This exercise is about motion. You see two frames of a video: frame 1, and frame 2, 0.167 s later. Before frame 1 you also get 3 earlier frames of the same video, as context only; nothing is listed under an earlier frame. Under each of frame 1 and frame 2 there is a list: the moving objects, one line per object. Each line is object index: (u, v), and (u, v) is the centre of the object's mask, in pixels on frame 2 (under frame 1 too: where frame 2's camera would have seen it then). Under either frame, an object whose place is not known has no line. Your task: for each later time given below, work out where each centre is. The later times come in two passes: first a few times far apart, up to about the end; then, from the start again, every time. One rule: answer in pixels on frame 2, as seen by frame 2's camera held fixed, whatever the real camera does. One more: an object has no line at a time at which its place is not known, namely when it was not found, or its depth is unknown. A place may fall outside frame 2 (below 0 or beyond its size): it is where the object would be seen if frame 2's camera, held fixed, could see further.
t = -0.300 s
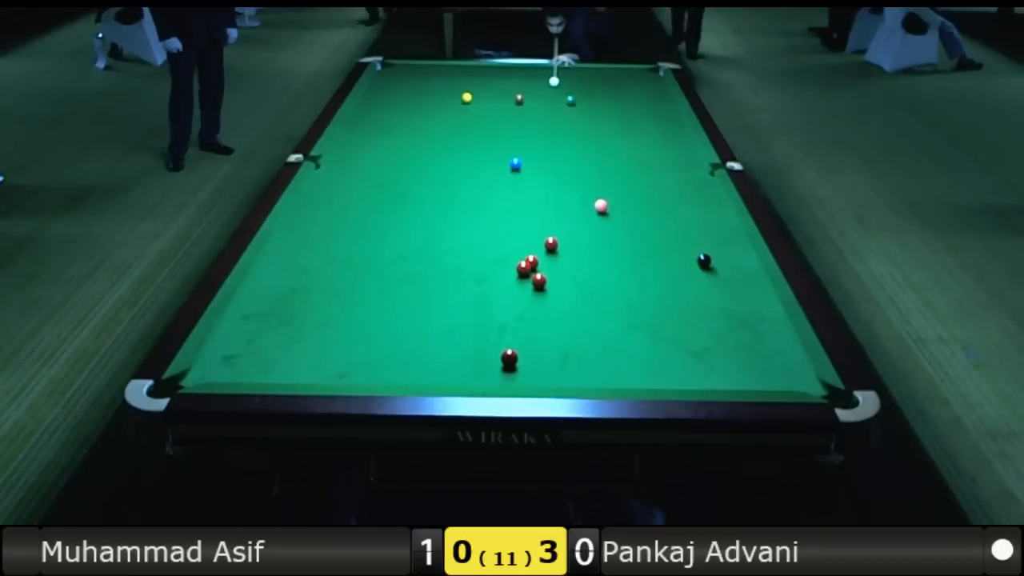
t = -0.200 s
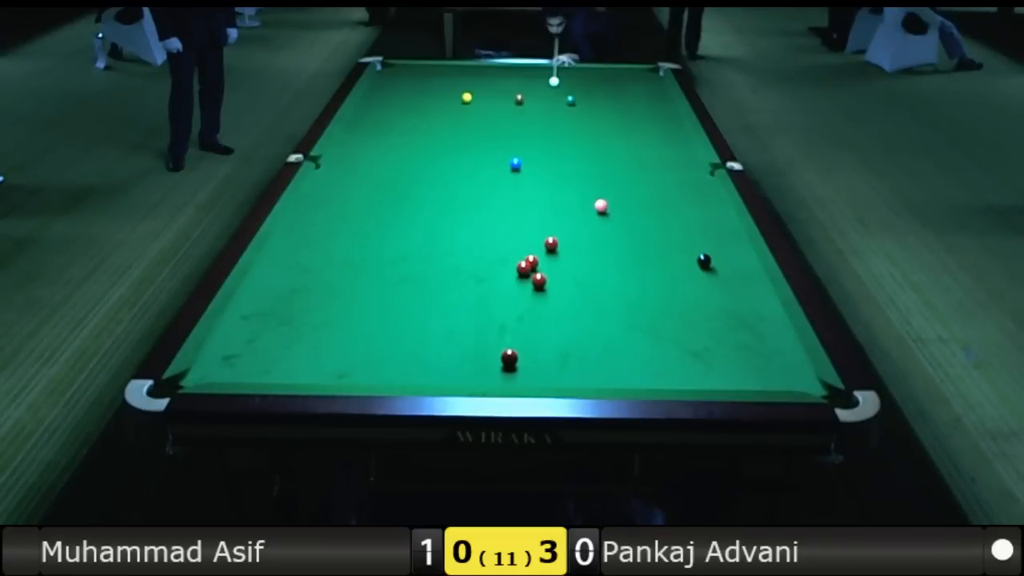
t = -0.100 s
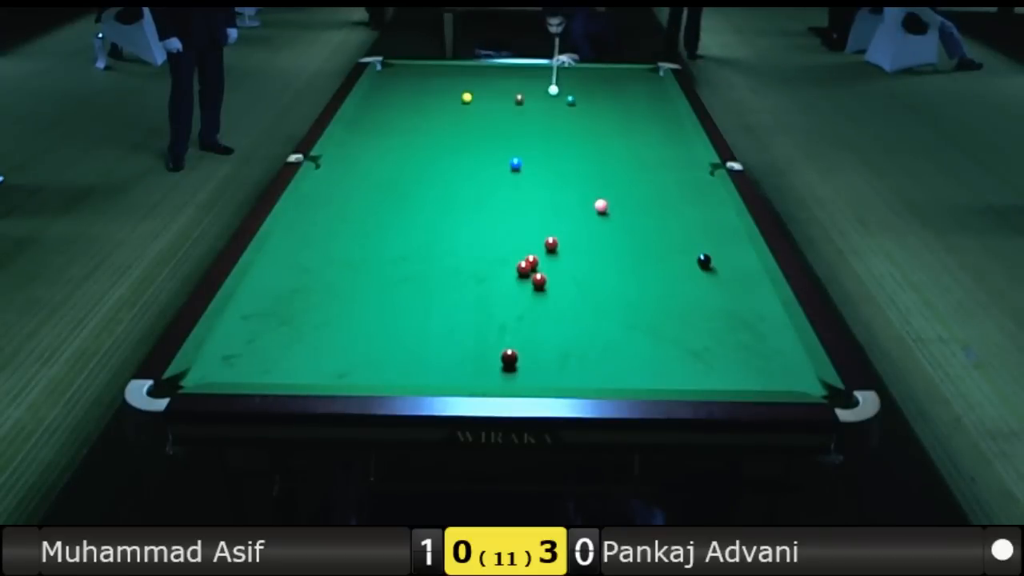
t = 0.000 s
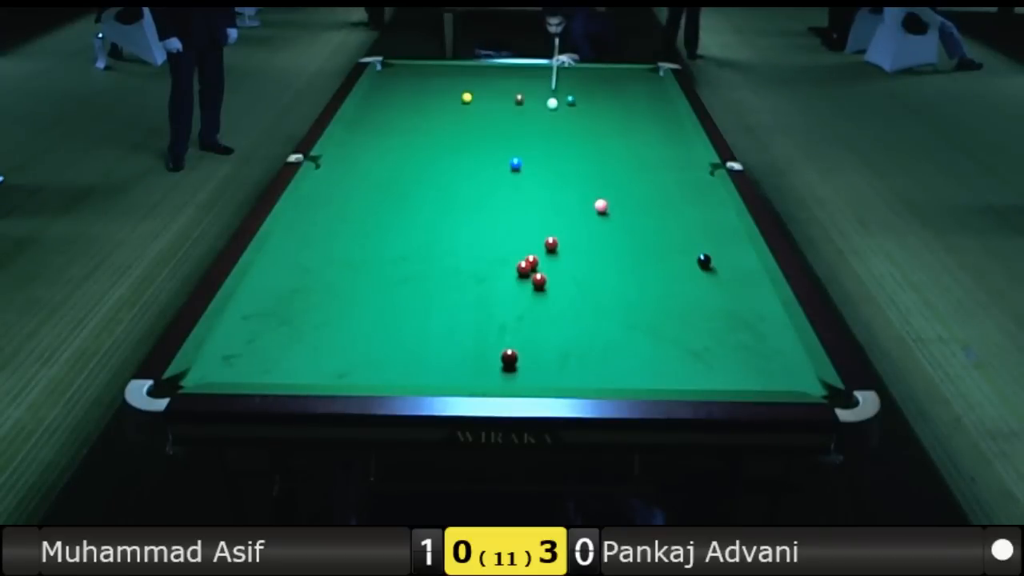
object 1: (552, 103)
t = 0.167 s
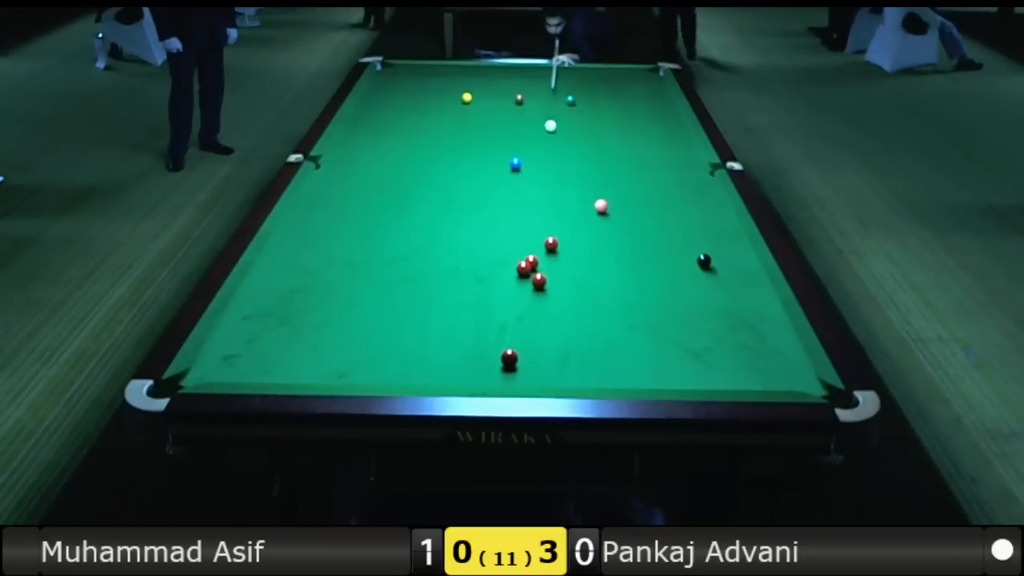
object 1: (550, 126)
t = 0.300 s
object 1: (549, 145)
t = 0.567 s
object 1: (545, 193)
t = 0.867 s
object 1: (515, 250)
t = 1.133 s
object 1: (447, 291)
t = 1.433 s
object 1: (356, 349)
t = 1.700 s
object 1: (290, 359)
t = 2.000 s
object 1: (254, 319)
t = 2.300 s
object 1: (266, 288)
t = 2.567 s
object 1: (305, 266)
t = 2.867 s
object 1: (343, 245)
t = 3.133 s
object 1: (373, 227)
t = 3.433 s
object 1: (402, 211)
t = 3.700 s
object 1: (425, 198)
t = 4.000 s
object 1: (449, 185)
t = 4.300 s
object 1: (470, 173)
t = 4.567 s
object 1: (486, 164)
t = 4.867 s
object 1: (503, 154)
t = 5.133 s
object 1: (517, 146)
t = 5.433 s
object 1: (531, 139)
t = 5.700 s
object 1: (542, 133)
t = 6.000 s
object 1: (553, 127)
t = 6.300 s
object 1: (563, 121)
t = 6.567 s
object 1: (571, 116)
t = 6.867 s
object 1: (579, 112)
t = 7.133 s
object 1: (586, 108)
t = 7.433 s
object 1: (593, 104)
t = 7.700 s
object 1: (598, 101)
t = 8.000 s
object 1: (604, 98)
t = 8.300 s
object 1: (609, 96)
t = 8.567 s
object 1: (612, 94)
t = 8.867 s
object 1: (616, 92)
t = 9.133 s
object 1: (618, 91)
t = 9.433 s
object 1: (620, 89)
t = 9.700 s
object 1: (622, 88)
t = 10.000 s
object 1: (623, 87)
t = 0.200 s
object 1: (550, 130)
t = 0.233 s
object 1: (549, 135)
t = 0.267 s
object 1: (549, 140)
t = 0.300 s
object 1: (549, 145)
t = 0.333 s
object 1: (548, 151)
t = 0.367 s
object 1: (548, 156)
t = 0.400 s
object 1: (547, 162)
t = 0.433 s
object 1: (547, 168)
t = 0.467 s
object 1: (547, 174)
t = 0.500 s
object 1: (546, 180)
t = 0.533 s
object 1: (546, 187)
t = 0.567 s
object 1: (545, 193)
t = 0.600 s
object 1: (545, 200)
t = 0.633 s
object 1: (544, 207)
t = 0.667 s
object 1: (543, 215)
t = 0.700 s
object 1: (543, 222)
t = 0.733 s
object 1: (542, 230)
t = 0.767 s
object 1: (541, 238)
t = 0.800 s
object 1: (533, 242)
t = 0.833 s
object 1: (524, 246)
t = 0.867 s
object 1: (515, 250)
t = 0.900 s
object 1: (506, 254)
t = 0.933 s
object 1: (498, 259)
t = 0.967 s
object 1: (490, 264)
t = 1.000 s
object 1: (482, 269)
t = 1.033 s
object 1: (473, 274)
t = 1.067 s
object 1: (465, 280)
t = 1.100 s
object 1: (456, 285)
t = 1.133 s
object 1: (447, 291)
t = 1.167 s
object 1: (438, 297)
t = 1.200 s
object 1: (428, 303)
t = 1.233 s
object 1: (419, 309)
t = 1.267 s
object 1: (409, 315)
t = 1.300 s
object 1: (399, 322)
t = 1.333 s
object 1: (388, 328)
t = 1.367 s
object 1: (378, 335)
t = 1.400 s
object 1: (367, 342)
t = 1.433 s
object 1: (356, 349)
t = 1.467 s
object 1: (344, 356)
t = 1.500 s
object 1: (333, 363)
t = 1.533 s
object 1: (321, 370)
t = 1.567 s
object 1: (309, 376)
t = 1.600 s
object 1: (301, 375)
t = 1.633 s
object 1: (297, 371)
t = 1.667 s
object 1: (293, 364)
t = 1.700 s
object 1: (290, 359)
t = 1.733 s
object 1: (285, 354)
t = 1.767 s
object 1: (281, 349)
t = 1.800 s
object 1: (277, 345)
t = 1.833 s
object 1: (273, 341)
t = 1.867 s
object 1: (269, 336)
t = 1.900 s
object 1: (265, 332)
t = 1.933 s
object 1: (261, 327)
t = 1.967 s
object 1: (257, 324)
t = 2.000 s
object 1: (254, 319)
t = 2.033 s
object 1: (250, 315)
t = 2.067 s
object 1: (247, 312)
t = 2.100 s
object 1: (243, 308)
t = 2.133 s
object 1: (239, 304)
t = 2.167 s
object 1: (243, 300)
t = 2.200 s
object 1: (250, 297)
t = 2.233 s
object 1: (255, 294)
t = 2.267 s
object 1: (261, 291)
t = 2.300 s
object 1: (266, 288)
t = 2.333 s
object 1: (271, 285)
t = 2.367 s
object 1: (276, 282)
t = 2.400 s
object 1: (281, 280)
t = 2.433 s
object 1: (286, 277)
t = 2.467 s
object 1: (291, 274)
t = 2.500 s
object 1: (296, 271)
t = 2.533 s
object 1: (301, 269)
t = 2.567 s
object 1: (305, 266)
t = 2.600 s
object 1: (310, 263)
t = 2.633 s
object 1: (314, 261)
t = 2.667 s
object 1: (318, 259)
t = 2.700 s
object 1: (323, 256)
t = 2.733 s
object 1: (327, 254)
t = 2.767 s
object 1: (331, 251)
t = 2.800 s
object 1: (335, 249)
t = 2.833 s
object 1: (339, 247)
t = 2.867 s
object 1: (343, 245)
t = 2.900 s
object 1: (347, 242)
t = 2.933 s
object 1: (351, 240)
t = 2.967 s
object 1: (355, 238)
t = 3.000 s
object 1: (358, 236)
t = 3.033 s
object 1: (362, 234)
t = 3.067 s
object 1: (365, 232)
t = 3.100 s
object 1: (369, 230)
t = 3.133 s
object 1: (373, 227)
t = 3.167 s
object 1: (376, 226)
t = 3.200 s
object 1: (380, 224)
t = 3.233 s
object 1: (383, 222)
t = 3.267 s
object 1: (386, 220)
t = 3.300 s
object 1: (389, 218)
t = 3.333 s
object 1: (393, 216)
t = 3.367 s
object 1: (396, 214)
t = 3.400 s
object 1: (399, 213)
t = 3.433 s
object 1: (402, 211)
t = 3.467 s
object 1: (405, 209)
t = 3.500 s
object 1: (408, 207)
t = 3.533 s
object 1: (411, 206)
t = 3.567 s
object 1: (414, 204)
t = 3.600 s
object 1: (417, 202)
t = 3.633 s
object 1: (420, 201)
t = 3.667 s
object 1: (422, 199)
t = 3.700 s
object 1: (425, 198)
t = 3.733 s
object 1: (428, 196)
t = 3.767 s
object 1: (431, 195)
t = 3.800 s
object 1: (433, 193)
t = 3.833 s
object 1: (436, 192)
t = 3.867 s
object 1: (439, 190)
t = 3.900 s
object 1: (441, 189)
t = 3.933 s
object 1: (444, 187)
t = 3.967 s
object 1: (446, 186)
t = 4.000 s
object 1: (449, 185)
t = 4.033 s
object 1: (451, 183)
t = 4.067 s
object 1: (454, 182)
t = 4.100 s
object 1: (456, 180)
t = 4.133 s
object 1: (458, 179)
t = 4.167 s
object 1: (461, 178)
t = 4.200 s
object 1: (463, 177)
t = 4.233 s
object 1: (465, 175)
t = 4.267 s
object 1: (467, 174)
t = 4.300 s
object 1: (470, 173)
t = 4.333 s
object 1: (472, 172)
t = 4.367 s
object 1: (474, 171)
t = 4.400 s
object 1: (476, 169)
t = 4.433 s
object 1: (478, 168)
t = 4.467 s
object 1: (481, 167)
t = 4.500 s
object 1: (482, 166)
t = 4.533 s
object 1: (484, 165)
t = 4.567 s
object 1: (486, 164)
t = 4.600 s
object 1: (488, 163)
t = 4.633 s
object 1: (490, 162)
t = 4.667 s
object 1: (492, 160)
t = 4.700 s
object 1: (494, 159)
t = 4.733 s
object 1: (496, 158)
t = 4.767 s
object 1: (498, 157)
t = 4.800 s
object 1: (500, 156)
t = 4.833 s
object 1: (501, 155)
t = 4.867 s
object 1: (503, 154)
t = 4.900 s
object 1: (505, 153)
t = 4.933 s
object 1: (507, 152)
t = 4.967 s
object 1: (508, 151)
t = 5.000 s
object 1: (510, 150)
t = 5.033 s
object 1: (512, 149)
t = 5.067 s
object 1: (513, 148)
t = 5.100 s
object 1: (515, 147)
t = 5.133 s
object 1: (517, 146)
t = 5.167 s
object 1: (518, 146)
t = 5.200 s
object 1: (520, 145)
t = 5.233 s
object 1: (522, 144)
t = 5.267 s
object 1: (523, 143)
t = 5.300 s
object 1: (525, 142)
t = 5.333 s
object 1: (526, 141)
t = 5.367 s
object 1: (528, 141)
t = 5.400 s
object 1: (529, 140)
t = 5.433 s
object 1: (531, 139)
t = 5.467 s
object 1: (532, 138)
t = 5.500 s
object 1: (533, 137)
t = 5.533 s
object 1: (535, 136)
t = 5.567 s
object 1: (536, 136)
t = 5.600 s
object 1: (538, 135)
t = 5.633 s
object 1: (539, 134)
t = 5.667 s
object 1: (540, 133)
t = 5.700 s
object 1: (542, 133)
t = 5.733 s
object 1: (543, 132)
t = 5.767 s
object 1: (544, 131)
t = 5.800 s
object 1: (546, 131)
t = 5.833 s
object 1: (547, 130)
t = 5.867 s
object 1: (548, 129)
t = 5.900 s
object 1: (549, 129)
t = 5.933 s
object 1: (551, 128)
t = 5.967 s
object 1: (552, 127)
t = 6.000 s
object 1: (553, 127)
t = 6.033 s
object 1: (554, 126)
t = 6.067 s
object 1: (555, 125)
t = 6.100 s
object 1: (557, 124)
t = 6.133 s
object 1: (558, 124)
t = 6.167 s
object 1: (559, 123)
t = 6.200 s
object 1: (560, 123)
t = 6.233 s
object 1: (561, 122)
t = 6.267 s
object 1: (562, 122)
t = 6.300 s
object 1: (563, 121)
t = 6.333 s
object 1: (564, 120)
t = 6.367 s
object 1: (565, 120)
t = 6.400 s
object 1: (566, 119)
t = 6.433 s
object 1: (567, 118)
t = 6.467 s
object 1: (568, 118)
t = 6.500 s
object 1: (569, 117)
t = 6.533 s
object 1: (570, 117)
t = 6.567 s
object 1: (571, 116)
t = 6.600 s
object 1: (572, 116)
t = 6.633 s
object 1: (573, 115)
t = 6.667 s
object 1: (574, 115)
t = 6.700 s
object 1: (575, 114)
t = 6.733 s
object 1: (576, 114)
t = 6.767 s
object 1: (577, 113)
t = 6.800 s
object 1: (578, 113)
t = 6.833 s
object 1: (579, 112)
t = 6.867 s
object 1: (579, 112)
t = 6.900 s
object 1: (580, 111)
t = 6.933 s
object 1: (581, 111)
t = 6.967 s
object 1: (582, 110)
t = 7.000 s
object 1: (583, 110)
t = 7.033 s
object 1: (584, 109)
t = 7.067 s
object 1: (584, 109)
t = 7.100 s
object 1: (585, 108)
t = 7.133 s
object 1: (586, 108)
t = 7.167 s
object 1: (587, 108)
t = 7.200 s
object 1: (588, 107)
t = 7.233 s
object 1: (589, 107)
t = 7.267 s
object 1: (589, 106)
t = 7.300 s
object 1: (590, 106)
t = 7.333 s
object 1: (591, 105)
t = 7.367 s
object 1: (592, 105)
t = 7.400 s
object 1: (592, 105)
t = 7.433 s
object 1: (593, 104)
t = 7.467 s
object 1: (594, 104)
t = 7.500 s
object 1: (594, 103)
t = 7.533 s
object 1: (595, 103)
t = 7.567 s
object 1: (596, 103)
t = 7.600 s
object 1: (596, 102)
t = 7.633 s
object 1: (597, 102)
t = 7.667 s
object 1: (598, 101)
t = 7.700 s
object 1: (598, 101)
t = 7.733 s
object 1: (599, 101)
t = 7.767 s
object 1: (600, 101)
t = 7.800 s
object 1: (600, 100)
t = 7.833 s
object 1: (601, 100)
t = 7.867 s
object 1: (602, 100)
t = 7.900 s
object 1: (602, 99)
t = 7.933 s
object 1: (603, 99)
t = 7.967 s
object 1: (603, 99)
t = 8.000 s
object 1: (604, 98)
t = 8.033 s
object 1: (605, 98)
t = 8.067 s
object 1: (605, 98)
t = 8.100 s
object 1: (606, 98)
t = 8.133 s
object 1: (606, 97)
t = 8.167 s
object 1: (607, 97)
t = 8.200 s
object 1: (607, 97)
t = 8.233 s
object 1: (608, 96)
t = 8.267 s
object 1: (608, 96)
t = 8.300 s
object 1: (609, 96)
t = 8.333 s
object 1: (609, 96)
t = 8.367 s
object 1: (610, 95)
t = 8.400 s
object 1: (610, 95)
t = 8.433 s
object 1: (611, 95)
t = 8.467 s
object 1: (611, 95)
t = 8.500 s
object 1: (611, 94)
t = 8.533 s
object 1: (612, 94)
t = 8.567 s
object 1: (612, 94)
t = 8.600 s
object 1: (613, 93)
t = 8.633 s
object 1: (613, 93)
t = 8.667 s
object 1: (614, 93)
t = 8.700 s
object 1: (614, 93)
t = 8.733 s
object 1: (614, 93)
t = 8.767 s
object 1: (615, 92)
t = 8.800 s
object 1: (615, 92)
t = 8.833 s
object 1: (615, 92)
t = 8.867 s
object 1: (616, 92)
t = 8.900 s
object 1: (616, 92)
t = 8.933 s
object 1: (616, 92)
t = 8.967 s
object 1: (617, 92)
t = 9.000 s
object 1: (617, 91)
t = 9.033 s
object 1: (617, 91)
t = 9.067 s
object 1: (617, 91)
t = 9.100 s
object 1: (618, 91)
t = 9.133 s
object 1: (618, 91)
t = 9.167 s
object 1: (618, 90)
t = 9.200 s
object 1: (619, 90)
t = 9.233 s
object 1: (619, 90)
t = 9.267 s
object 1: (619, 90)
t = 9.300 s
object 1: (619, 90)
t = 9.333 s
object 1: (619, 90)
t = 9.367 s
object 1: (620, 90)
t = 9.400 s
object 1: (620, 89)
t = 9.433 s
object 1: (620, 89)
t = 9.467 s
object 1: (620, 89)
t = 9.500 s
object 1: (621, 89)
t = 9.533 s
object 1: (621, 89)
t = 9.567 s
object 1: (621, 89)
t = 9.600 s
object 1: (621, 88)
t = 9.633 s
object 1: (621, 88)
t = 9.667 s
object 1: (622, 88)
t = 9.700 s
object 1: (622, 88)
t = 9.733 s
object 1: (622, 88)
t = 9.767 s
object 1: (622, 88)
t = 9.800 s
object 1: (622, 88)
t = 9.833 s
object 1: (622, 88)
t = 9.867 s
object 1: (622, 87)
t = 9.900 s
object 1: (622, 87)
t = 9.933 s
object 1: (623, 87)
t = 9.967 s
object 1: (623, 87)
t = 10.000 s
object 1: (623, 87)
